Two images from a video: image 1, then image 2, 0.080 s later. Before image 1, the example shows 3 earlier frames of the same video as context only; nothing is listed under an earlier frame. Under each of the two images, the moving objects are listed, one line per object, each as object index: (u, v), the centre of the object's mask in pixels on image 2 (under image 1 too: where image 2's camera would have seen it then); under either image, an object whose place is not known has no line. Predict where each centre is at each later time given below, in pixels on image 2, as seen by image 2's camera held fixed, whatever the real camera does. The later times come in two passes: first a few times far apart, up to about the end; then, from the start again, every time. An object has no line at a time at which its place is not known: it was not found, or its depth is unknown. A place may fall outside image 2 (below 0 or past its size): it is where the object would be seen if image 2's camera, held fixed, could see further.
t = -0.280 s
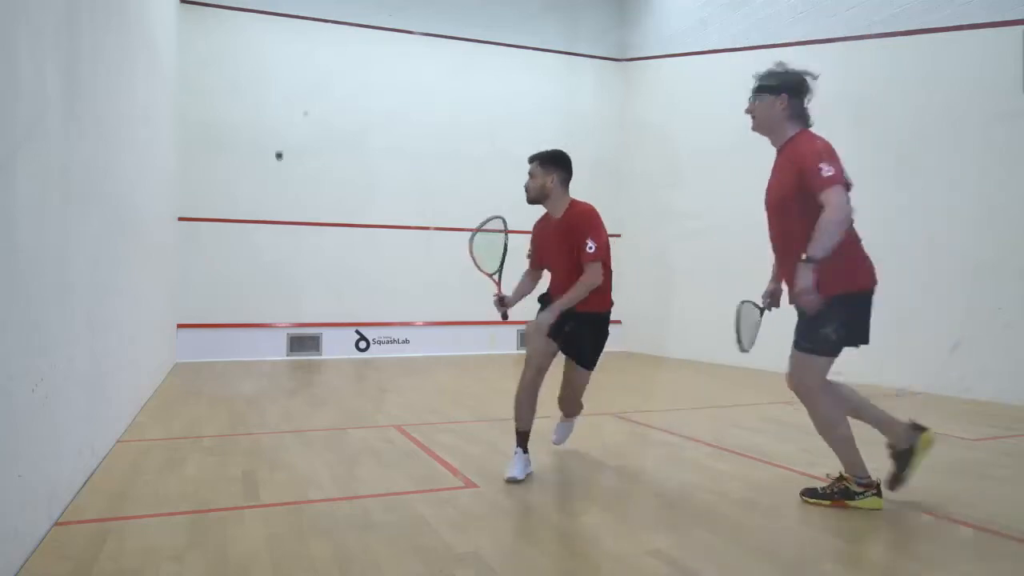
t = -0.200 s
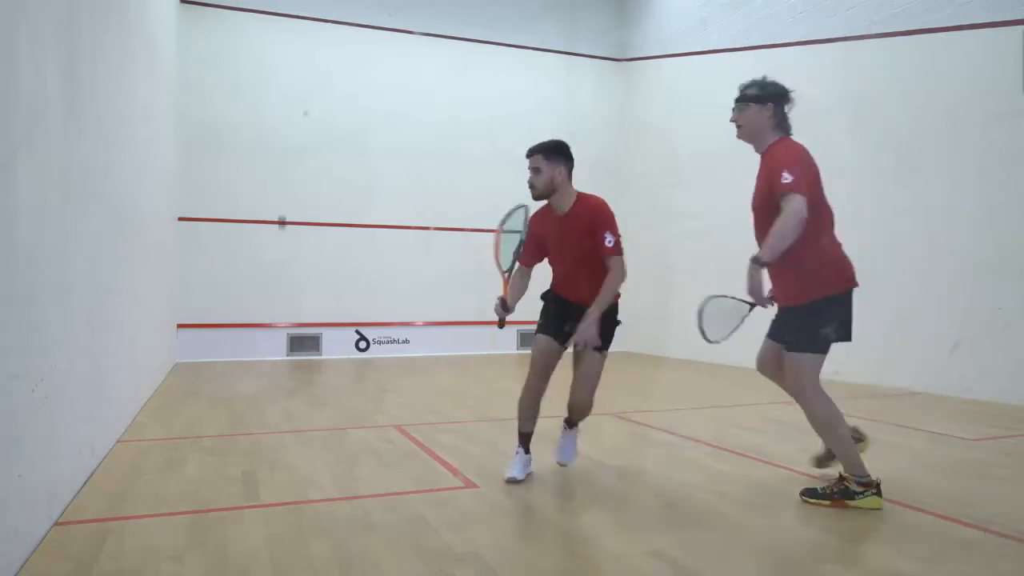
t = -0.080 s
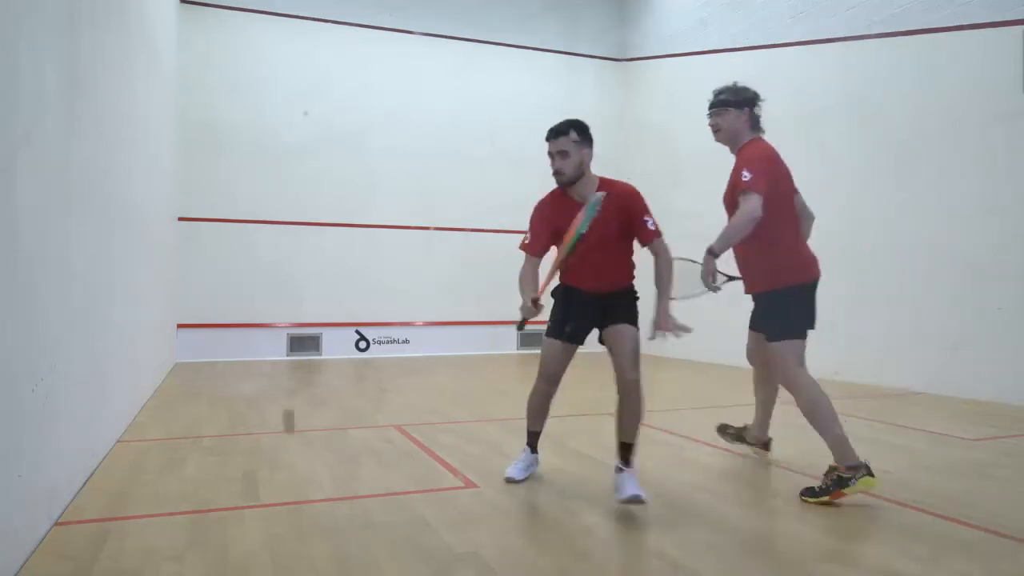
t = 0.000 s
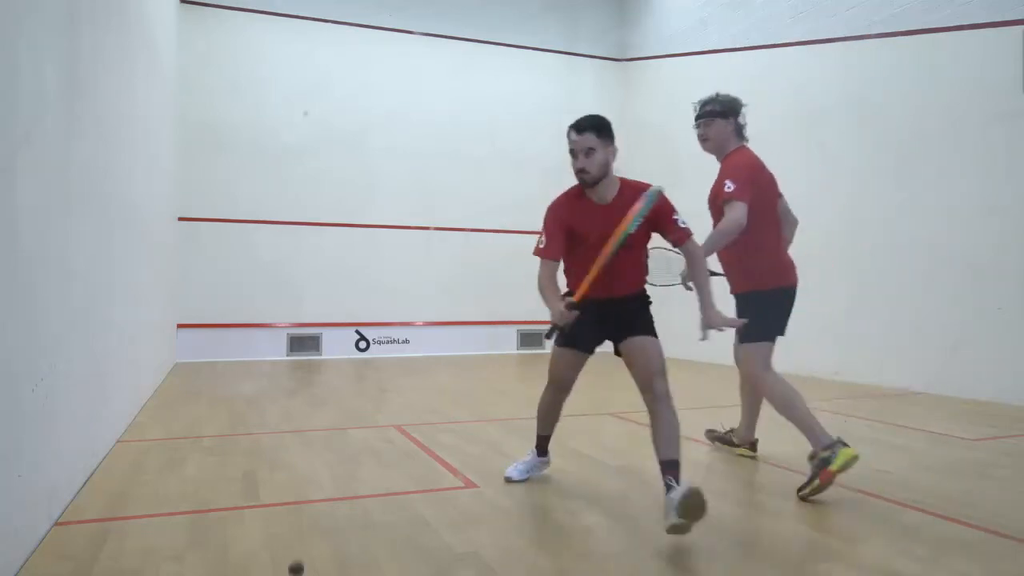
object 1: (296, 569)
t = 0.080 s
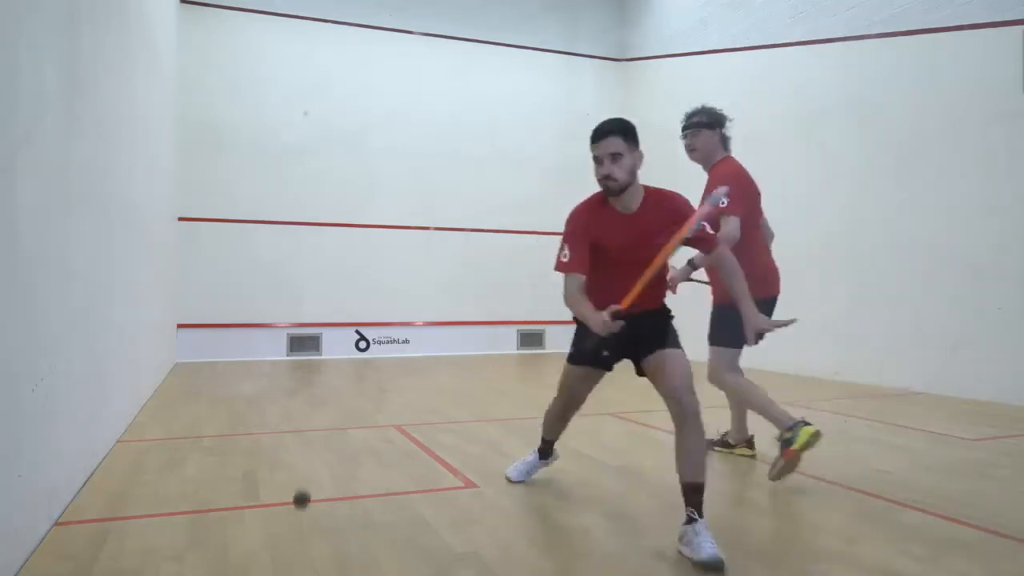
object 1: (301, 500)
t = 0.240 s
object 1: (319, 385)
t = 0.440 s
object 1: (374, 393)
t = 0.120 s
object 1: (305, 467)
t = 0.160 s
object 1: (309, 437)
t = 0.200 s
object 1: (313, 409)
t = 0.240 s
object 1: (319, 385)
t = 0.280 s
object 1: (325, 366)
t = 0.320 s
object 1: (333, 353)
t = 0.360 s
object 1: (342, 350)
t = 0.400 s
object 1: (356, 360)
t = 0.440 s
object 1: (374, 393)
